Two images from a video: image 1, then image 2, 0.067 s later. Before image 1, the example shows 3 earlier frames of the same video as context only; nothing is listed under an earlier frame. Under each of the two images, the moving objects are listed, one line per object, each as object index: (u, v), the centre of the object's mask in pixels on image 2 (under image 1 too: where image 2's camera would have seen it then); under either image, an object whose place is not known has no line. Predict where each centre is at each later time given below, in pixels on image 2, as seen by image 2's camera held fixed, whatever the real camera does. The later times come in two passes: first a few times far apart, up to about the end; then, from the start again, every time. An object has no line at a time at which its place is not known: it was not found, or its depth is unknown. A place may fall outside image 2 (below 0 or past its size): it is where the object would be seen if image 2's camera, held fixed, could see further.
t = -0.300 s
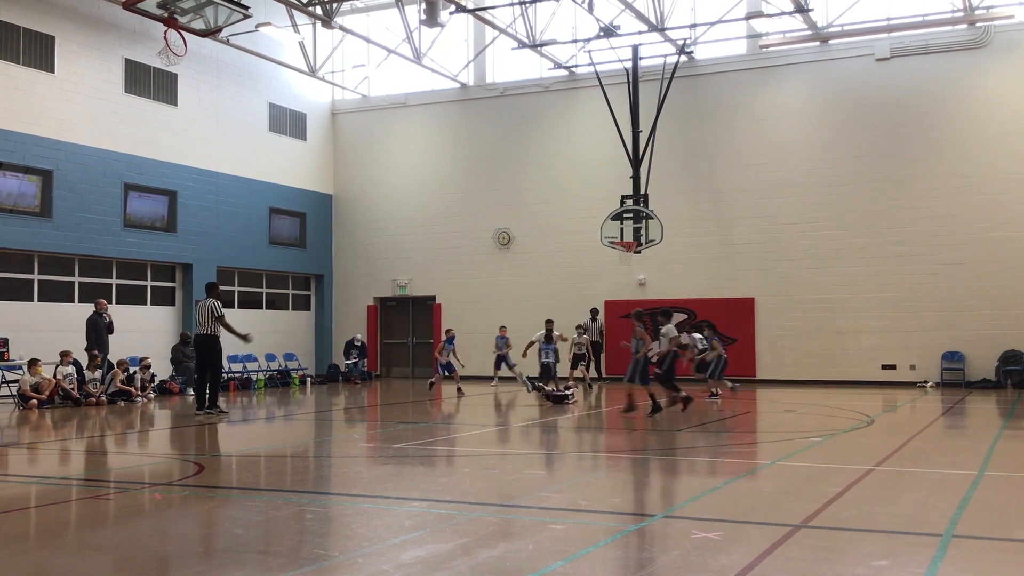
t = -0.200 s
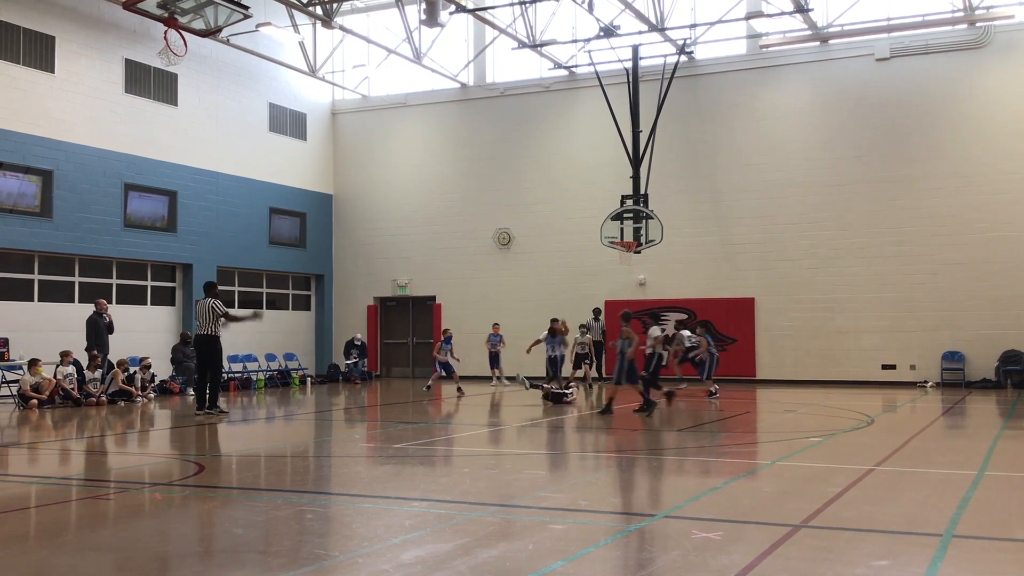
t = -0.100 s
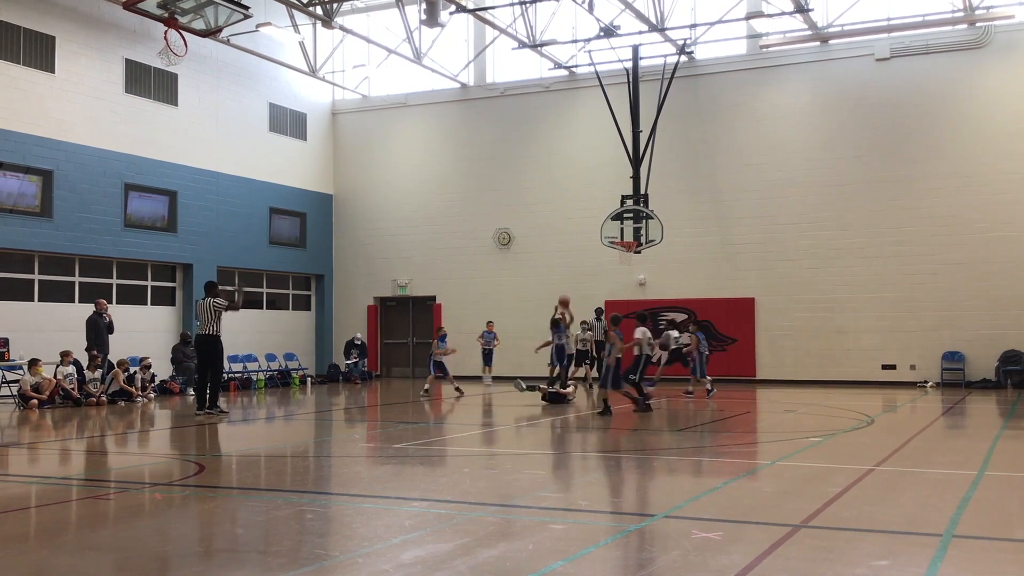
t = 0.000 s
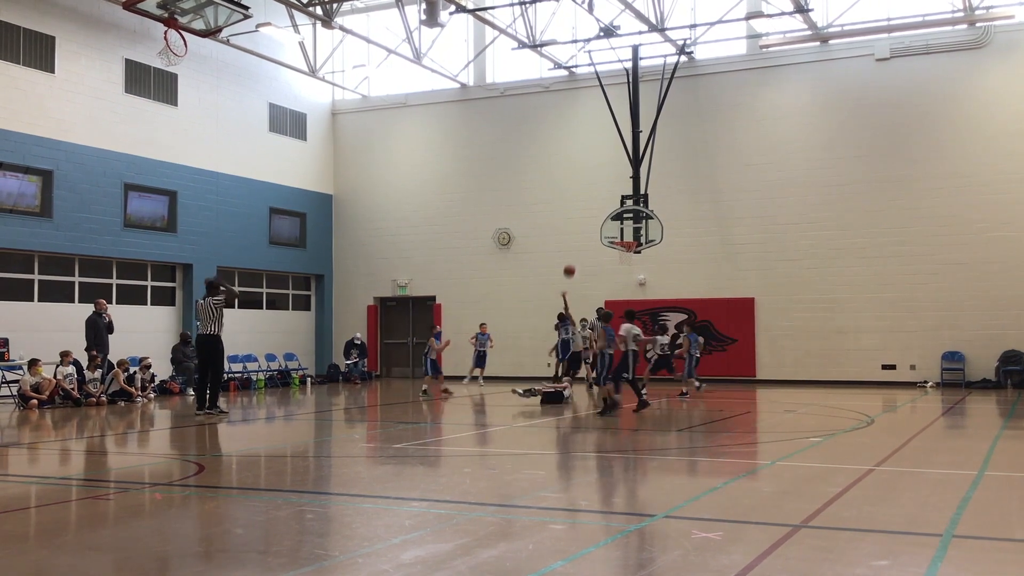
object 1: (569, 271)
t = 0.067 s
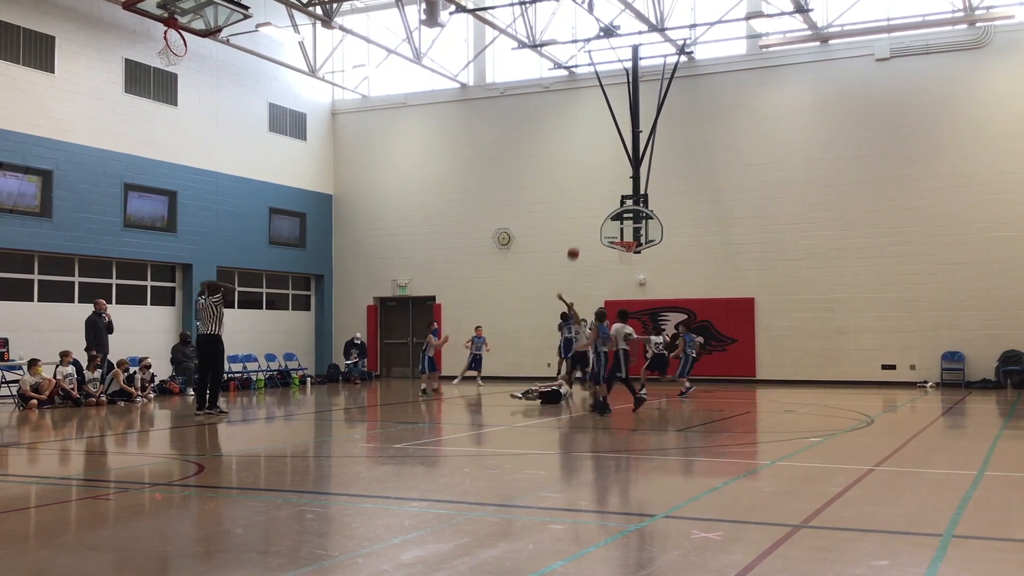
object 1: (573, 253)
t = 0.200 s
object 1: (581, 226)
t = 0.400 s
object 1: (592, 204)
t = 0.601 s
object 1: (603, 202)
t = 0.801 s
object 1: (613, 218)
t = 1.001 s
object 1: (625, 249)
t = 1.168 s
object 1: (634, 257)
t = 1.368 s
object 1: (633, 271)
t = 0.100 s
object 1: (575, 245)
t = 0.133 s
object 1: (577, 239)
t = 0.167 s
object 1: (579, 232)
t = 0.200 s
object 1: (581, 226)
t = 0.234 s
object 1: (583, 221)
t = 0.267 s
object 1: (584, 216)
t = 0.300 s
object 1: (586, 212)
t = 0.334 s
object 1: (588, 209)
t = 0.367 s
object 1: (590, 206)
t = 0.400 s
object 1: (592, 204)
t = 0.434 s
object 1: (594, 202)
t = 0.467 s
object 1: (596, 201)
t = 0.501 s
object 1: (598, 200)
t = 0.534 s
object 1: (599, 200)
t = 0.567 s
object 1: (601, 201)
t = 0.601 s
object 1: (603, 202)
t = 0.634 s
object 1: (605, 203)
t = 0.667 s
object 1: (607, 205)
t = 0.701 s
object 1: (608, 207)
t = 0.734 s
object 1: (610, 211)
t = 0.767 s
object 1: (611, 214)
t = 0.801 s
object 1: (613, 218)
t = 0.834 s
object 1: (615, 222)
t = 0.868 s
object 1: (616, 227)
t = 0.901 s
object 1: (618, 232)
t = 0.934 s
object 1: (620, 239)
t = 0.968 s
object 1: (622, 243)
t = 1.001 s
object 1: (625, 249)
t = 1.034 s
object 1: (630, 250)
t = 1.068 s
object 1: (632, 256)
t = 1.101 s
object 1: (634, 256)
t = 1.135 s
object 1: (634, 257)
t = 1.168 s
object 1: (634, 257)
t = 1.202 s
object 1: (634, 258)
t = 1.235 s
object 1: (634, 259)
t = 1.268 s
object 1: (634, 261)
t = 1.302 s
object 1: (634, 264)
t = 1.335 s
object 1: (633, 267)
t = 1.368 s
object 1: (633, 271)
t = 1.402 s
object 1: (633, 275)
